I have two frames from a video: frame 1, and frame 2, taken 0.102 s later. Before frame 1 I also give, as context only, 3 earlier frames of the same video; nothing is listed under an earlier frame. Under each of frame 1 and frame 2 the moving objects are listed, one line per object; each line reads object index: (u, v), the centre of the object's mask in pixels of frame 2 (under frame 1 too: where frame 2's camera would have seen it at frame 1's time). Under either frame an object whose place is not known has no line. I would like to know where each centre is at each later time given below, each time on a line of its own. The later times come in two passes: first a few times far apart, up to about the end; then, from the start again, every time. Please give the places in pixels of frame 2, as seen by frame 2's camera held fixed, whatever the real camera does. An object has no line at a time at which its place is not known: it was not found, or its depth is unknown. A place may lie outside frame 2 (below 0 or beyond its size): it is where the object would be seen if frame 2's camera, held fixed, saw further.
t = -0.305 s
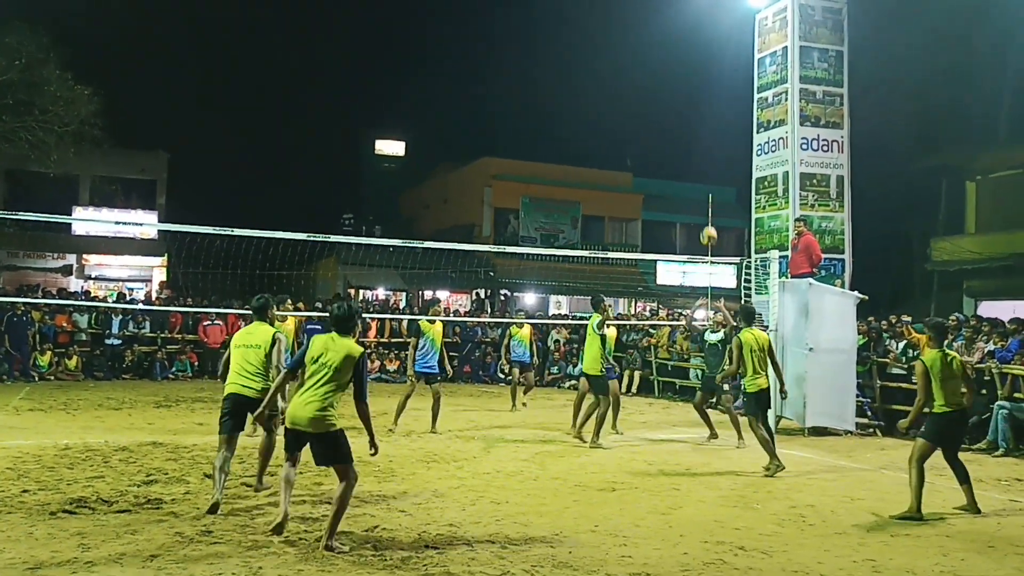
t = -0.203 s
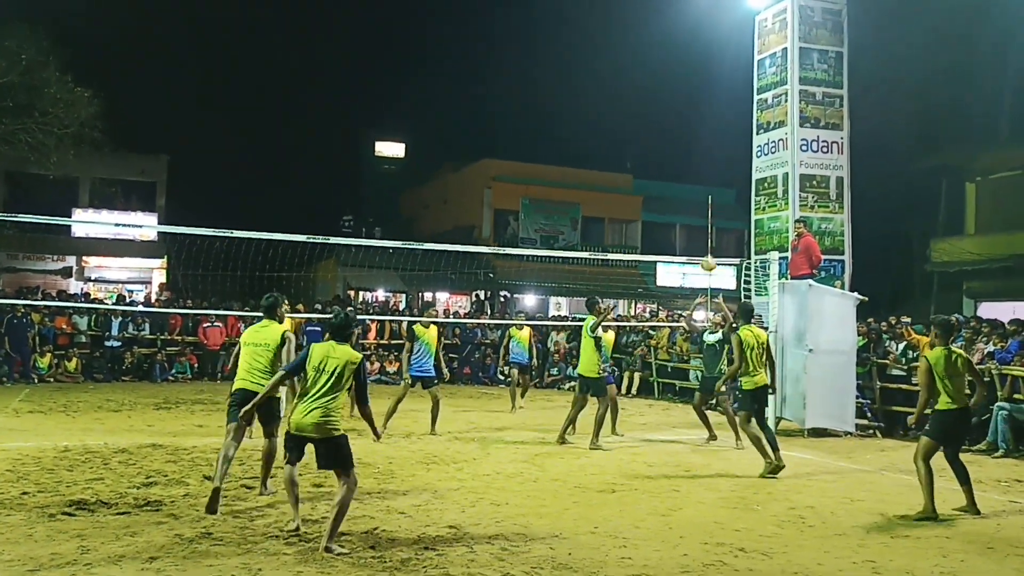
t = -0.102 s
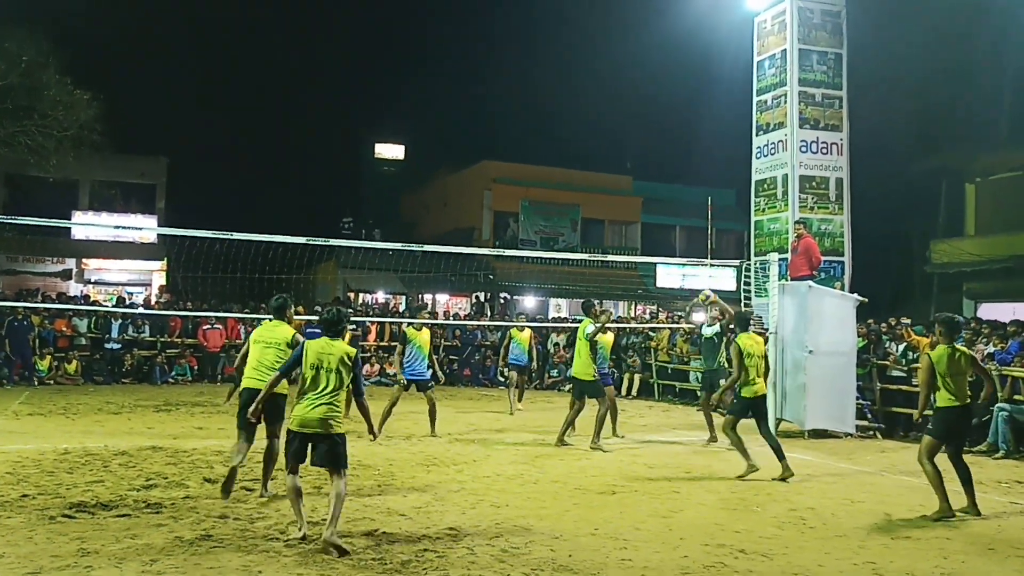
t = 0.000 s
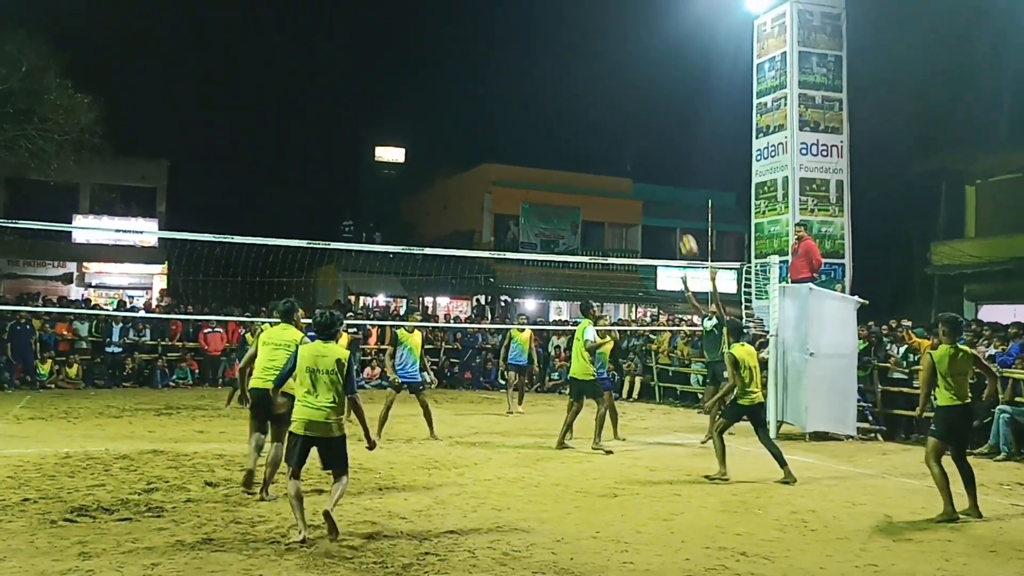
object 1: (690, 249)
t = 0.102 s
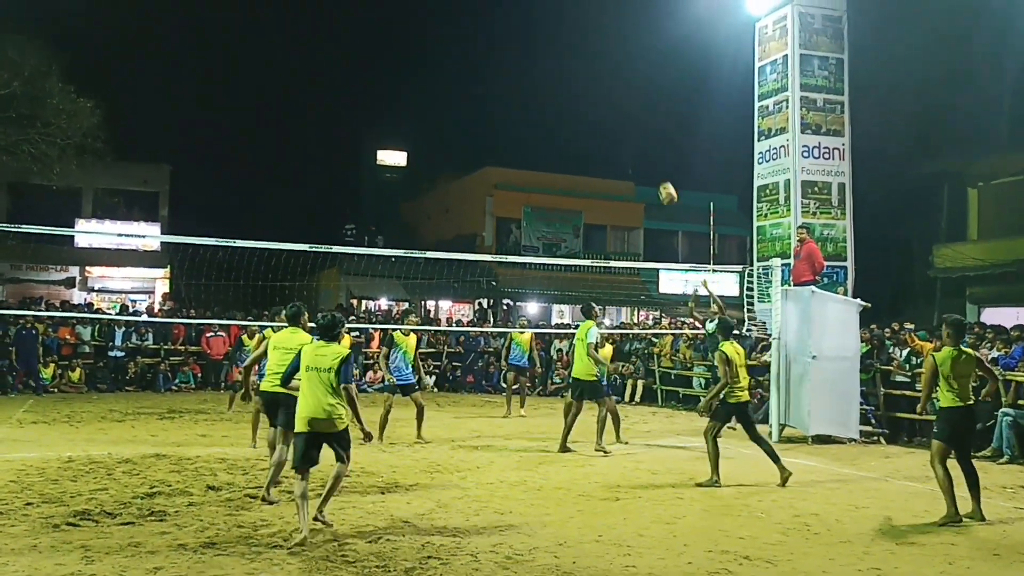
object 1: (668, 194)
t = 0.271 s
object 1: (627, 116)
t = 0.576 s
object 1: (555, 32)
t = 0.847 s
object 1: (488, 15)
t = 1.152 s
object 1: (409, 66)
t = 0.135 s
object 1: (659, 176)
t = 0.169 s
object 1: (652, 160)
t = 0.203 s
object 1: (644, 145)
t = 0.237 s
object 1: (635, 130)
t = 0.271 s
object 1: (627, 116)
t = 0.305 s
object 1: (619, 104)
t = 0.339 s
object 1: (611, 92)
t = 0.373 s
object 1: (603, 81)
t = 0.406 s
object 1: (596, 71)
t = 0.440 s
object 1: (587, 61)
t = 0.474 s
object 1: (579, 52)
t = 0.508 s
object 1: (571, 45)
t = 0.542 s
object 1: (563, 38)
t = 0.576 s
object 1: (555, 32)
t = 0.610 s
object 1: (547, 27)
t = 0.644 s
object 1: (538, 22)
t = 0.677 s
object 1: (530, 19)
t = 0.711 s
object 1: (521, 17)
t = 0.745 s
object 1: (513, 15)
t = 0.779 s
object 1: (505, 14)
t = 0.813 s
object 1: (497, 14)
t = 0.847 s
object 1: (488, 15)
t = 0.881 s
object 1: (480, 17)
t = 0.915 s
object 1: (470, 20)
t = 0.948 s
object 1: (462, 23)
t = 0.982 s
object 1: (454, 28)
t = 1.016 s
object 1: (445, 33)
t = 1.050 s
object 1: (436, 40)
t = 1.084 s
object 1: (427, 48)
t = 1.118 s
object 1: (418, 56)
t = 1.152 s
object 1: (409, 66)
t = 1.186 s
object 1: (401, 76)
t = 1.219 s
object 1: (391, 88)
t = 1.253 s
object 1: (382, 101)
